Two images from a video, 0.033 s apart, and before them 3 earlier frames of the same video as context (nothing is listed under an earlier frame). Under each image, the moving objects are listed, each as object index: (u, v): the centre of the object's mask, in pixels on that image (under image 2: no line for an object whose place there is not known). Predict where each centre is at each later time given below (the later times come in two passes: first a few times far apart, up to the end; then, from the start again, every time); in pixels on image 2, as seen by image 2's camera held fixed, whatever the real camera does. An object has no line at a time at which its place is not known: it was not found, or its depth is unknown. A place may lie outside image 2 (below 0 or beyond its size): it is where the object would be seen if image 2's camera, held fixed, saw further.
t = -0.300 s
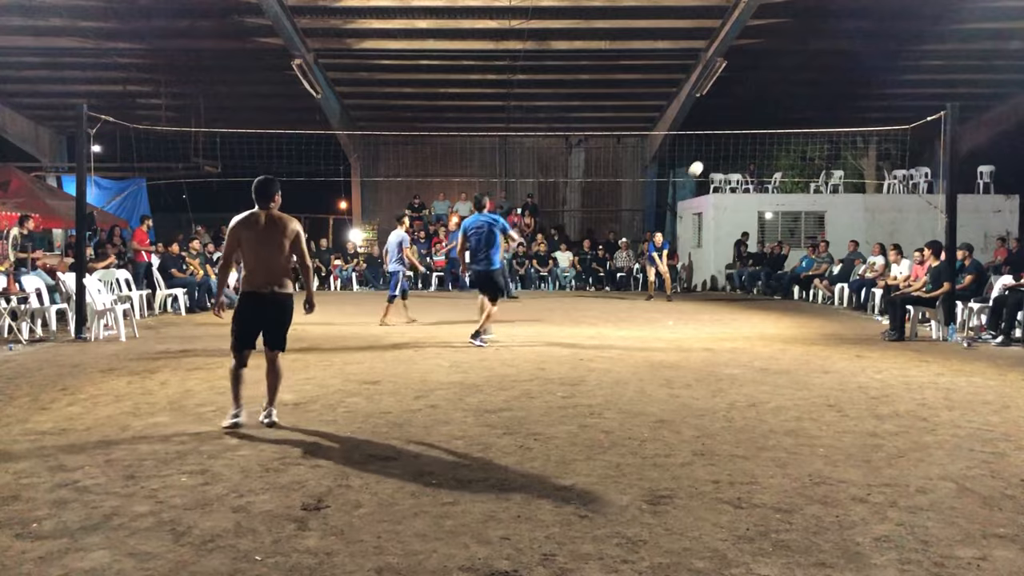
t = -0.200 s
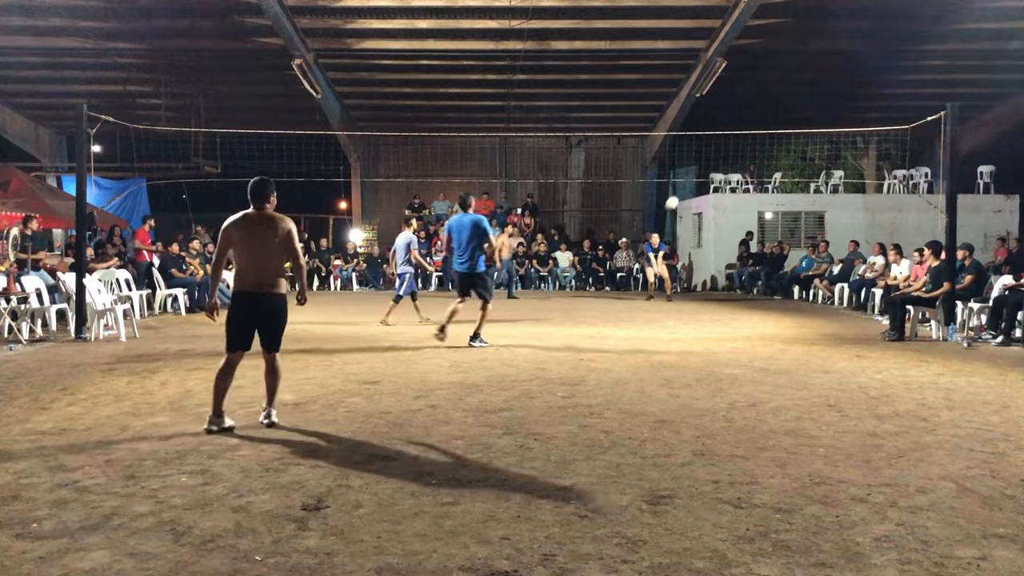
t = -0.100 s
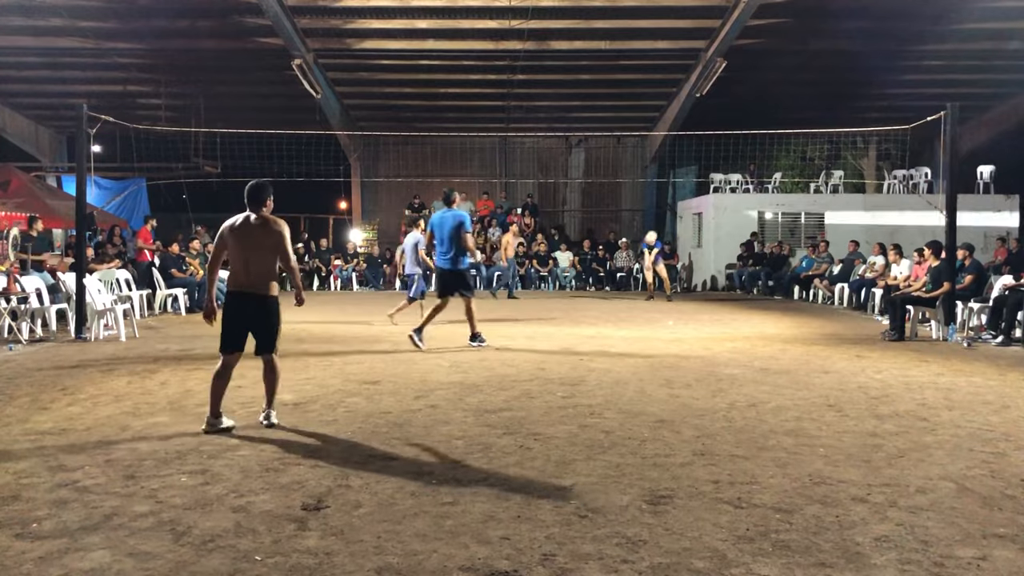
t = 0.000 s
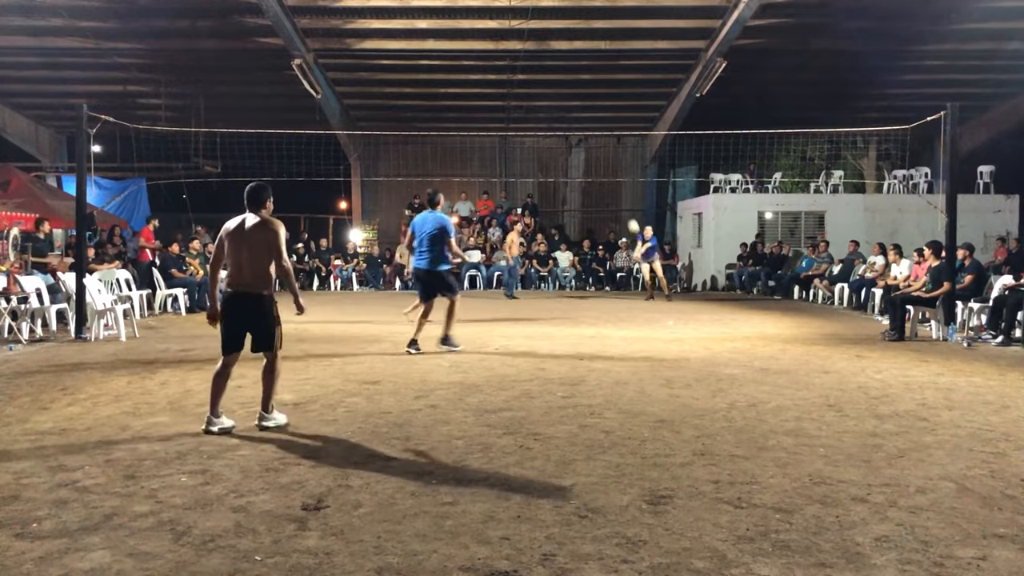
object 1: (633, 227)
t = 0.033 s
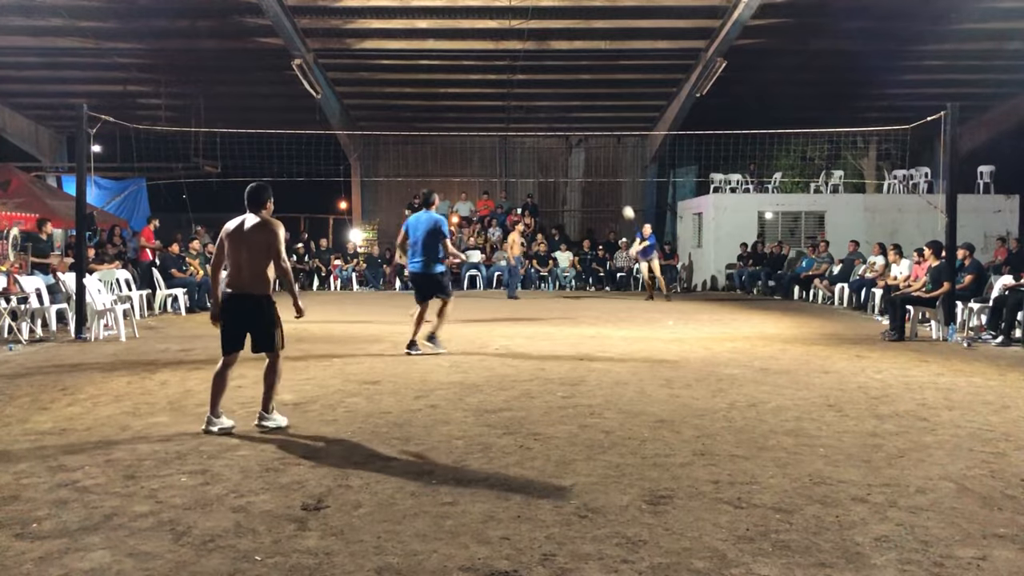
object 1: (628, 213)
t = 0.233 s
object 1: (591, 141)
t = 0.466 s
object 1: (557, 80)
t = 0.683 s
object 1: (517, 47)
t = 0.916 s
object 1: (472, 40)
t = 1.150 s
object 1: (424, 69)
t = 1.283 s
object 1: (395, 103)
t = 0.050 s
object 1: (625, 207)
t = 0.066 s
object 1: (623, 201)
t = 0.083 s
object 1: (620, 194)
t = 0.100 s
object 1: (617, 187)
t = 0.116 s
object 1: (615, 181)
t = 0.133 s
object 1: (612, 174)
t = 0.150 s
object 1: (609, 170)
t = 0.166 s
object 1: (607, 163)
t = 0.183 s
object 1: (604, 157)
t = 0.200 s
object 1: (602, 152)
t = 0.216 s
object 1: (594, 144)
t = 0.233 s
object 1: (591, 141)
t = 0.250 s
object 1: (589, 137)
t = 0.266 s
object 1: (587, 133)
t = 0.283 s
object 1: (584, 130)
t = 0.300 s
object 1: (583, 127)
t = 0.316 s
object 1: (581, 123)
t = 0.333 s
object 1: (580, 112)
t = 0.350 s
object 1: (577, 108)
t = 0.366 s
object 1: (574, 104)
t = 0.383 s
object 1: (572, 100)
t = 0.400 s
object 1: (569, 95)
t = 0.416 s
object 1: (565, 91)
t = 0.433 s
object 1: (563, 87)
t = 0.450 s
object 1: (560, 84)
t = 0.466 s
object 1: (557, 80)
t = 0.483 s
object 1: (554, 77)
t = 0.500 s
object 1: (551, 73)
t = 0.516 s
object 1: (548, 70)
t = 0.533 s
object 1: (545, 68)
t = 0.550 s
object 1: (542, 65)
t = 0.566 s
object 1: (539, 62)
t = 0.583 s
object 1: (536, 60)
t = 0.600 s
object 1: (533, 57)
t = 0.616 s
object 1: (529, 55)
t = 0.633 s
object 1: (527, 53)
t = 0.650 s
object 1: (524, 51)
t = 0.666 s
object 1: (521, 49)
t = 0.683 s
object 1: (517, 47)
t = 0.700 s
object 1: (515, 46)
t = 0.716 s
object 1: (511, 45)
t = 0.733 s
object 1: (508, 43)
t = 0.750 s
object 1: (505, 42)
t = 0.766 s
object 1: (502, 42)
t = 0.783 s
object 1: (498, 40)
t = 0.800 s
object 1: (495, 40)
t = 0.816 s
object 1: (492, 39)
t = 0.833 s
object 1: (489, 39)
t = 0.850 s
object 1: (485, 39)
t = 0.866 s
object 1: (482, 39)
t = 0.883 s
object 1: (479, 39)
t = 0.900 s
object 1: (476, 39)
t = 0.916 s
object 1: (472, 40)
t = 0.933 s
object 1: (469, 41)
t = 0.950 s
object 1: (465, 42)
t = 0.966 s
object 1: (462, 43)
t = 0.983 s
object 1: (459, 45)
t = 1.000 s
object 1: (455, 47)
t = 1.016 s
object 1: (452, 48)
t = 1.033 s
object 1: (448, 50)
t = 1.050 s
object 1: (444, 52)
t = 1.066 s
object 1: (441, 55)
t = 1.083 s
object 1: (438, 57)
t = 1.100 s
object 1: (434, 60)
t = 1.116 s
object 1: (431, 63)
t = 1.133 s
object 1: (427, 66)
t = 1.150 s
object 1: (424, 69)
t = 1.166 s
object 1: (420, 73)
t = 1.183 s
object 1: (417, 77)
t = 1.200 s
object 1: (413, 80)
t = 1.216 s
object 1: (410, 84)
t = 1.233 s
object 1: (406, 89)
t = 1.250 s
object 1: (402, 93)
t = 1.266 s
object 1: (399, 98)
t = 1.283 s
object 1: (395, 103)
